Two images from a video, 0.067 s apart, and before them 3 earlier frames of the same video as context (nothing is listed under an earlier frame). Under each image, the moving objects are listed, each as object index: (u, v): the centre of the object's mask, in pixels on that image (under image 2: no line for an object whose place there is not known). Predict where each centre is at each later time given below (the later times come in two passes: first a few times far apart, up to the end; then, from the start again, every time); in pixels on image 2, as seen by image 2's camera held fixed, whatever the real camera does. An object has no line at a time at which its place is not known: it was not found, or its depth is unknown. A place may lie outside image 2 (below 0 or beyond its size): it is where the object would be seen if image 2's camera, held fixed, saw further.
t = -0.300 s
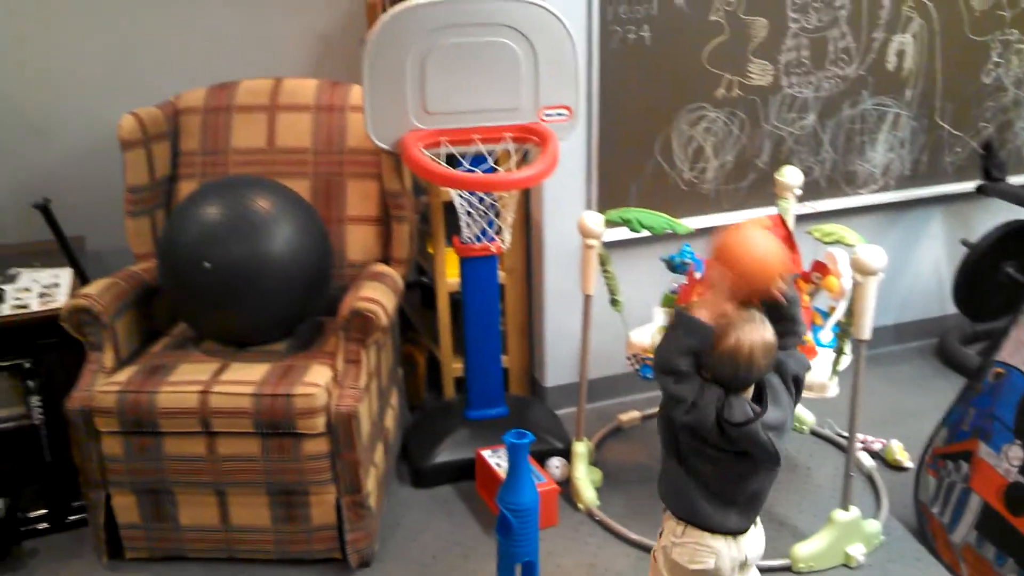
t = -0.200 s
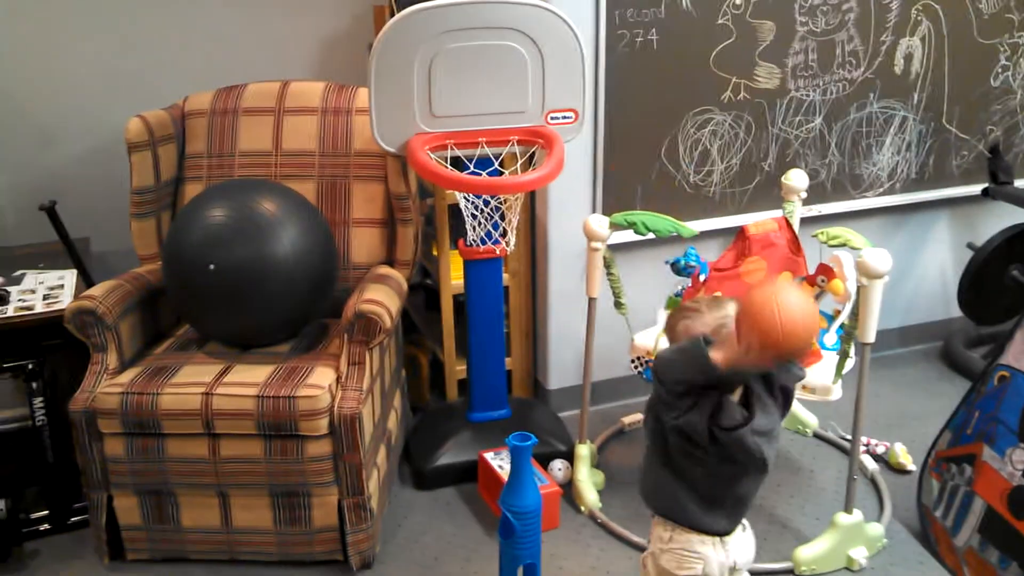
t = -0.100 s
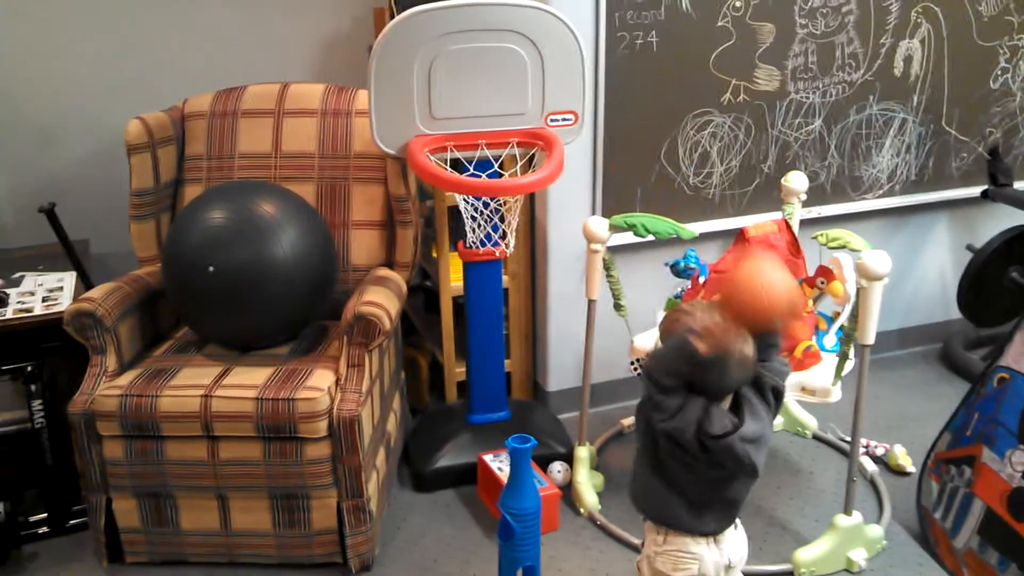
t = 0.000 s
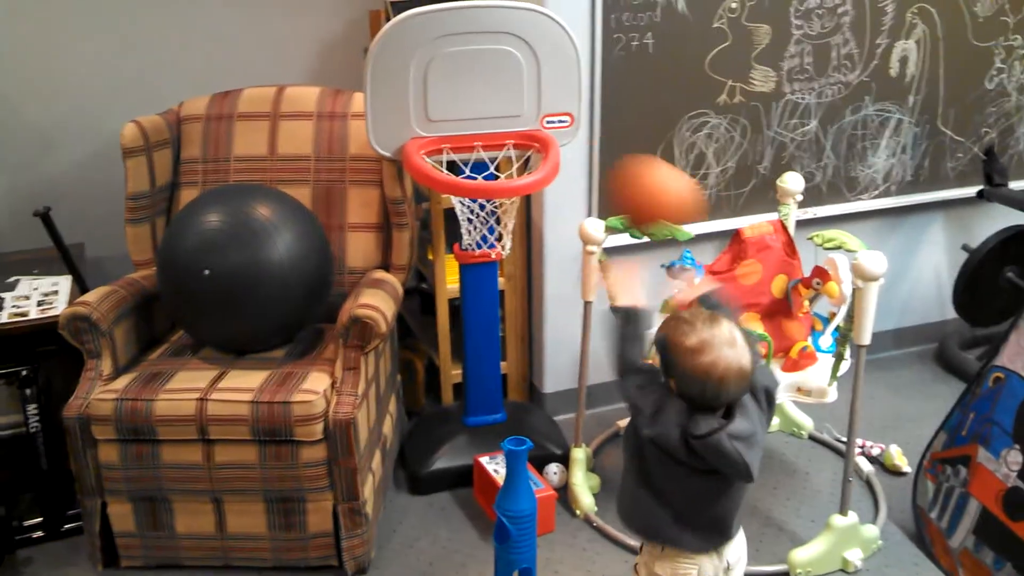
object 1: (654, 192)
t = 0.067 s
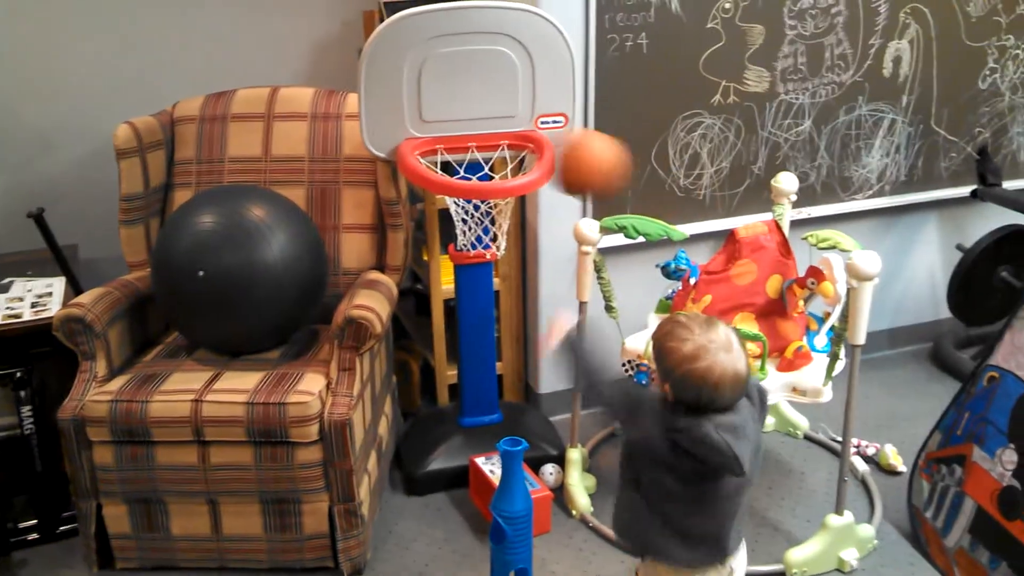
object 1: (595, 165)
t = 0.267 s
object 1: (456, 146)
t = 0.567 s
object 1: (392, 120)
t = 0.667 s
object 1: (379, 159)
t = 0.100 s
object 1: (555, 154)
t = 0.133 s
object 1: (528, 154)
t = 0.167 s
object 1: (506, 154)
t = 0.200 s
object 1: (483, 160)
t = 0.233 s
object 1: (468, 158)
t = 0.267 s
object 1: (456, 146)
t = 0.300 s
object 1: (446, 134)
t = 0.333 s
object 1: (435, 127)
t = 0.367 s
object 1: (427, 125)
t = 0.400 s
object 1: (417, 126)
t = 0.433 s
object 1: (409, 125)
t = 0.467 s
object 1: (402, 117)
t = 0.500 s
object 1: (399, 114)
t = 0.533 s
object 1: (396, 115)
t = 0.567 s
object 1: (392, 120)
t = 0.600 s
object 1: (390, 131)
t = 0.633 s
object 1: (387, 145)
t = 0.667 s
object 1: (379, 159)
